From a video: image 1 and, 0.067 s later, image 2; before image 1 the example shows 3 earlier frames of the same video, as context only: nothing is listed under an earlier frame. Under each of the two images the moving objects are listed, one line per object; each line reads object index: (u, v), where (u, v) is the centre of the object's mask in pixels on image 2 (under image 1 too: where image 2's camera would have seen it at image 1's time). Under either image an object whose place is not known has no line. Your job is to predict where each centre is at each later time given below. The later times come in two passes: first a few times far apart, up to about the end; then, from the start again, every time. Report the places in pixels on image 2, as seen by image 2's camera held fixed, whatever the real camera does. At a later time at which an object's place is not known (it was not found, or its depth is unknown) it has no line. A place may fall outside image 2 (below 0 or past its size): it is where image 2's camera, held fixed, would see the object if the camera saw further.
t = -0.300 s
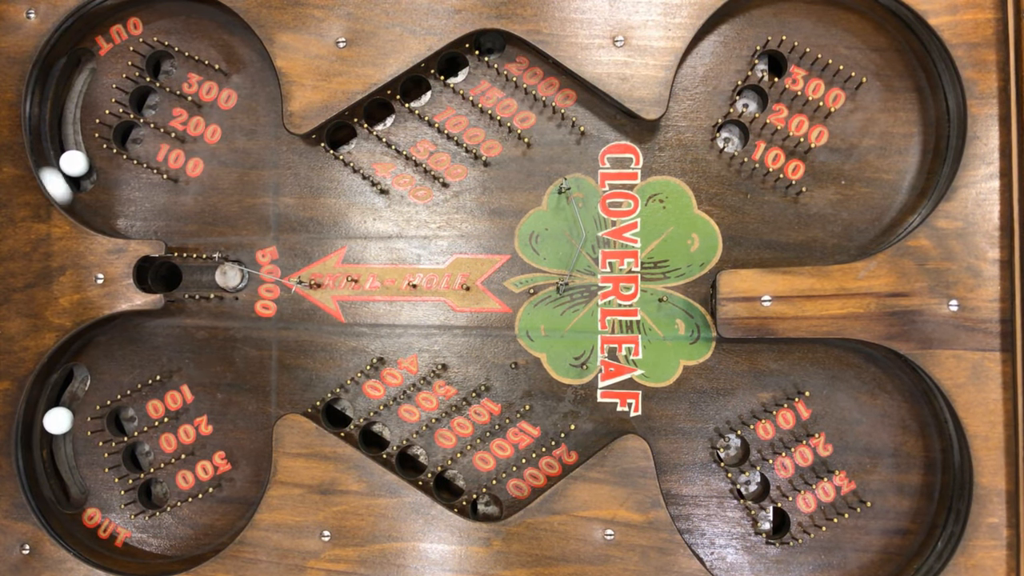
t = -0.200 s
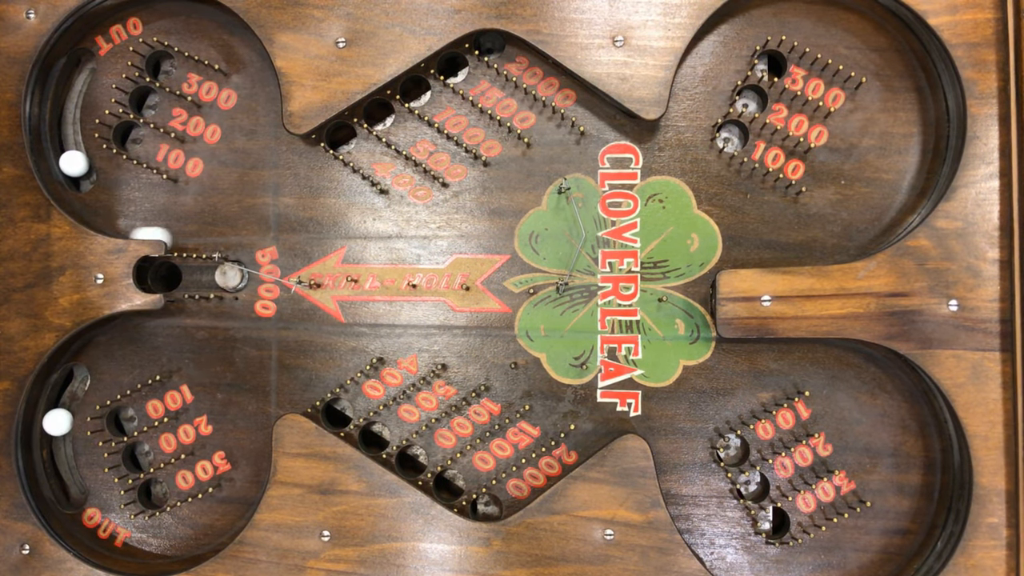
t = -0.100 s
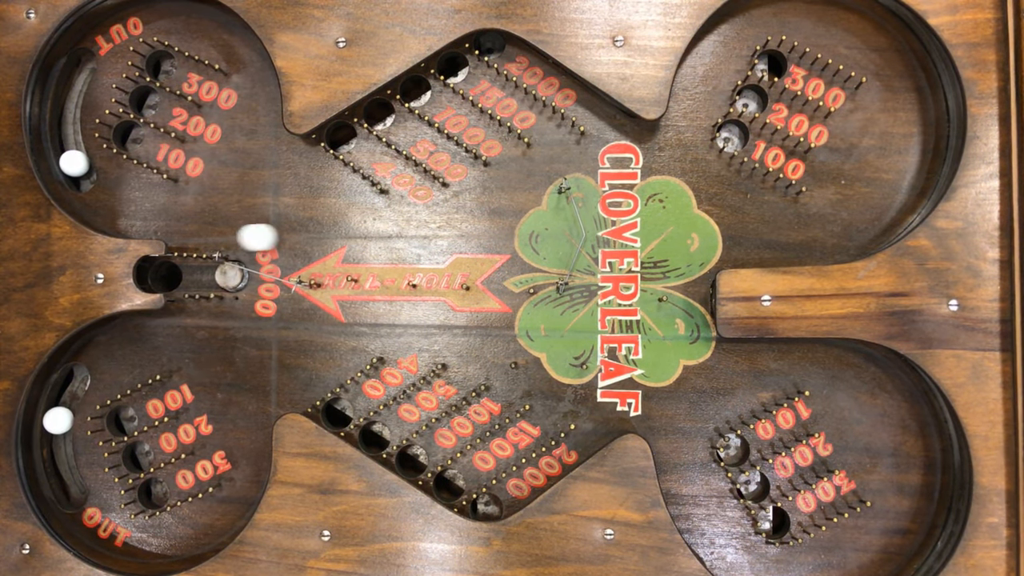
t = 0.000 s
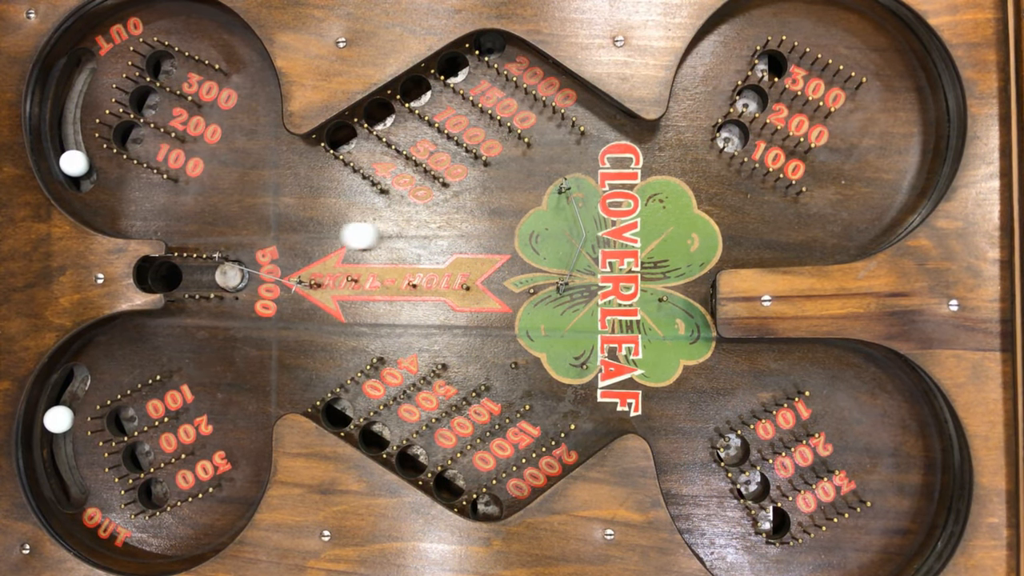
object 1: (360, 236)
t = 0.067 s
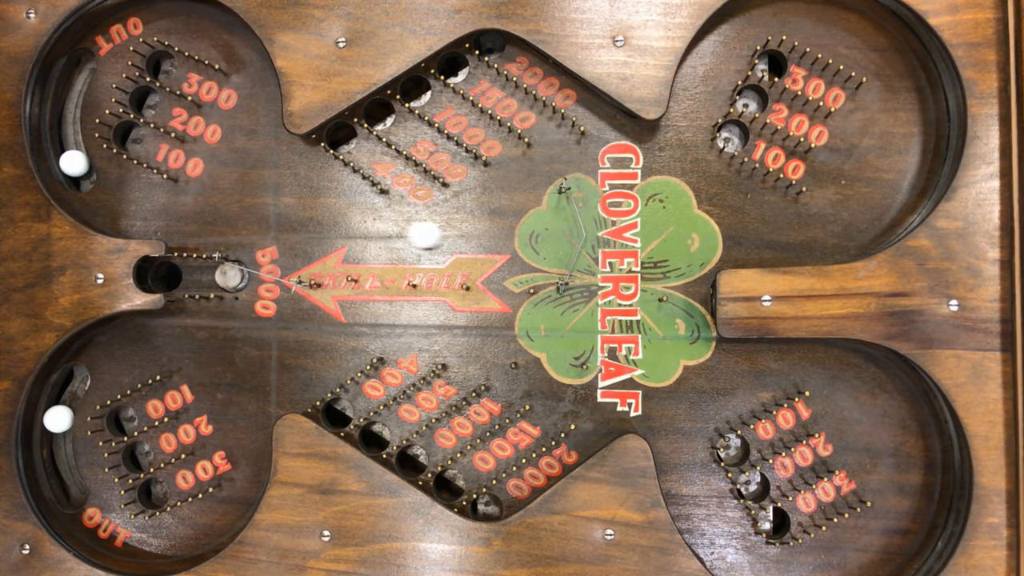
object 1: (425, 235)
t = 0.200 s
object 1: (547, 234)
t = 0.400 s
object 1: (697, 237)
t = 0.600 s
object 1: (823, 241)
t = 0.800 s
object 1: (909, 209)
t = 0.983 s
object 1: (939, 142)
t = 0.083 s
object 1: (442, 235)
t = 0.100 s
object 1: (457, 234)
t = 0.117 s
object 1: (473, 234)
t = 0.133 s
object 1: (488, 234)
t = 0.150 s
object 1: (502, 234)
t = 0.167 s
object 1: (517, 234)
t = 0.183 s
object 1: (532, 234)
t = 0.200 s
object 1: (547, 234)
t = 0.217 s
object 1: (561, 233)
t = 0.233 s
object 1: (574, 234)
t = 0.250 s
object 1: (587, 234)
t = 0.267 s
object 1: (600, 234)
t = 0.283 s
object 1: (612, 235)
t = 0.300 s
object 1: (625, 236)
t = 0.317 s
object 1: (638, 235)
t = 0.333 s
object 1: (651, 236)
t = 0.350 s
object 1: (662, 236)
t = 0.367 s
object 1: (675, 237)
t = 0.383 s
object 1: (685, 237)
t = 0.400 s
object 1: (697, 237)
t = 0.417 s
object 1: (709, 237)
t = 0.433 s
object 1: (720, 238)
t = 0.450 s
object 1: (732, 238)
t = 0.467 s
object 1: (742, 239)
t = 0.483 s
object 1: (753, 239)
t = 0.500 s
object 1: (764, 239)
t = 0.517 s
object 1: (774, 240)
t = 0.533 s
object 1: (784, 240)
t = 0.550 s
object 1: (794, 240)
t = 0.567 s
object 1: (804, 240)
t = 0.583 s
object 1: (814, 241)
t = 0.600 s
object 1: (823, 241)
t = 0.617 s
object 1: (833, 242)
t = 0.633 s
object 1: (842, 242)
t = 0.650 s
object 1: (851, 242)
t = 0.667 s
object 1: (860, 243)
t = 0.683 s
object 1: (868, 240)
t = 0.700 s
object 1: (875, 236)
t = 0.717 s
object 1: (881, 232)
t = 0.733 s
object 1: (888, 228)
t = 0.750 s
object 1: (894, 224)
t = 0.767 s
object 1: (899, 219)
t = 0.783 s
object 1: (905, 214)
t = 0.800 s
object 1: (909, 209)
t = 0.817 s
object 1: (914, 203)
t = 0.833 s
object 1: (918, 197)
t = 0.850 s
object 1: (922, 192)
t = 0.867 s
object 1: (925, 186)
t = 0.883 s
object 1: (928, 180)
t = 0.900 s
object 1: (930, 174)
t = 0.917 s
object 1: (933, 167)
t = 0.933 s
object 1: (935, 161)
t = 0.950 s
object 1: (937, 154)
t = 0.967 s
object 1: (938, 148)
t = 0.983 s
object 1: (939, 142)
